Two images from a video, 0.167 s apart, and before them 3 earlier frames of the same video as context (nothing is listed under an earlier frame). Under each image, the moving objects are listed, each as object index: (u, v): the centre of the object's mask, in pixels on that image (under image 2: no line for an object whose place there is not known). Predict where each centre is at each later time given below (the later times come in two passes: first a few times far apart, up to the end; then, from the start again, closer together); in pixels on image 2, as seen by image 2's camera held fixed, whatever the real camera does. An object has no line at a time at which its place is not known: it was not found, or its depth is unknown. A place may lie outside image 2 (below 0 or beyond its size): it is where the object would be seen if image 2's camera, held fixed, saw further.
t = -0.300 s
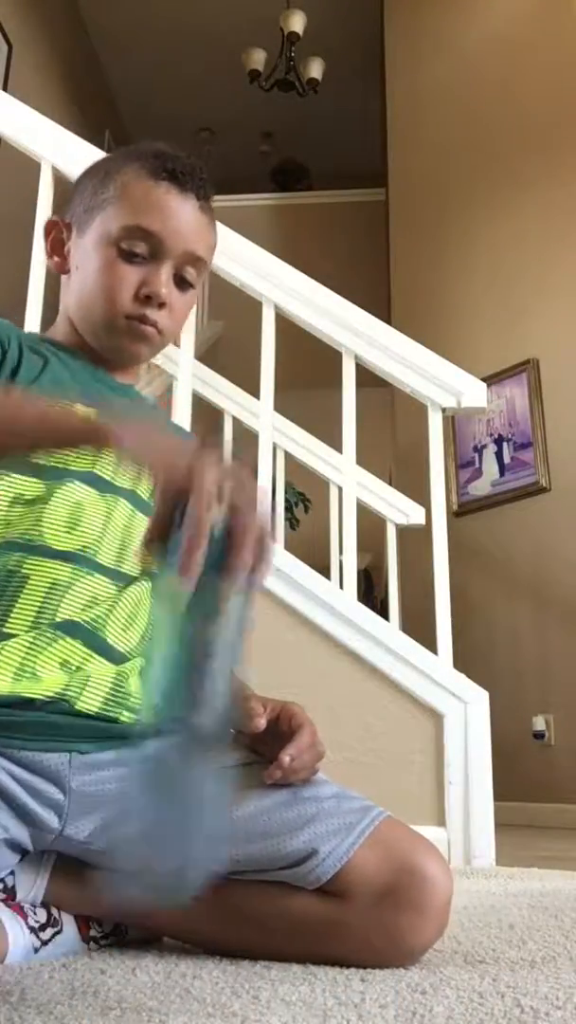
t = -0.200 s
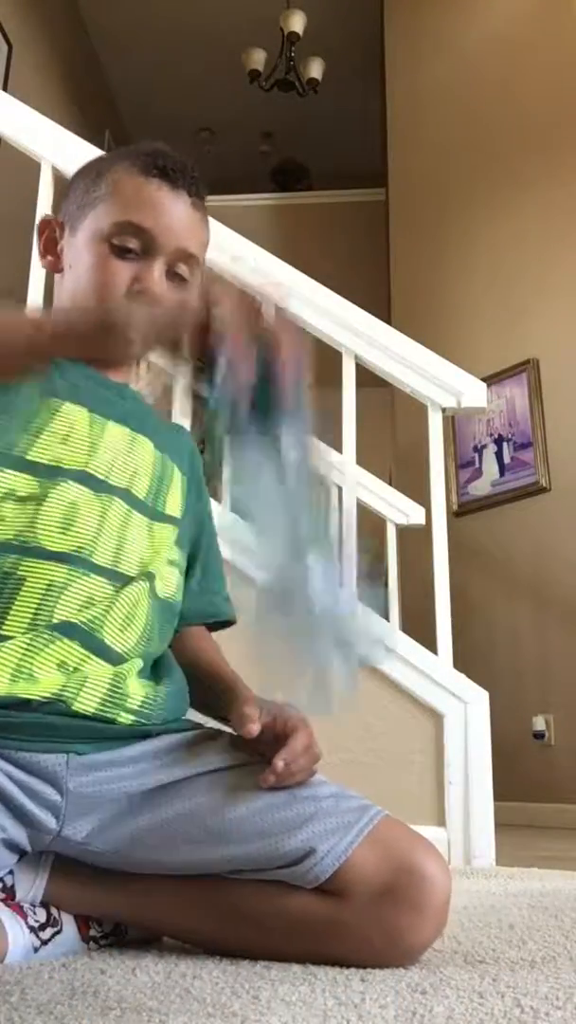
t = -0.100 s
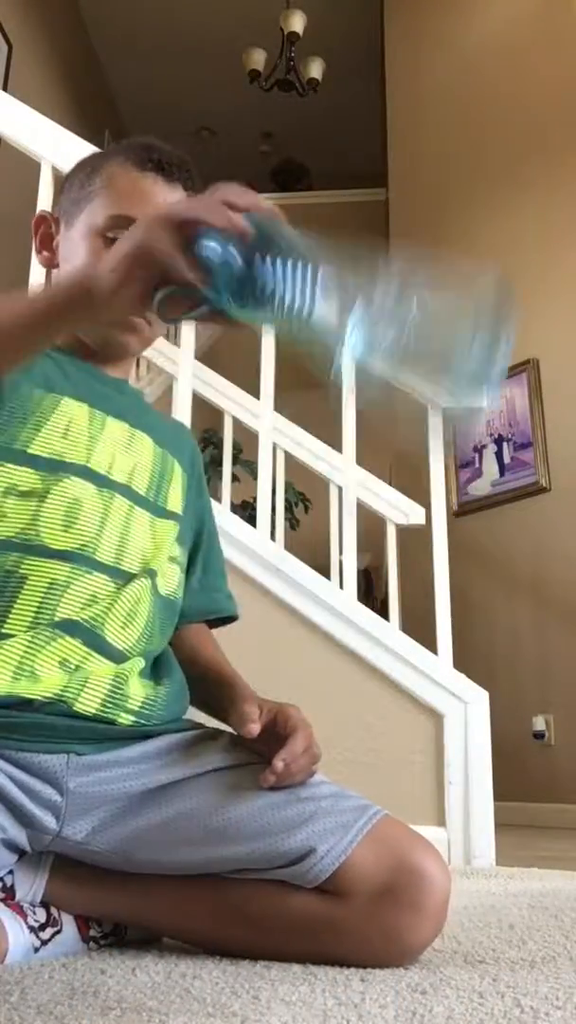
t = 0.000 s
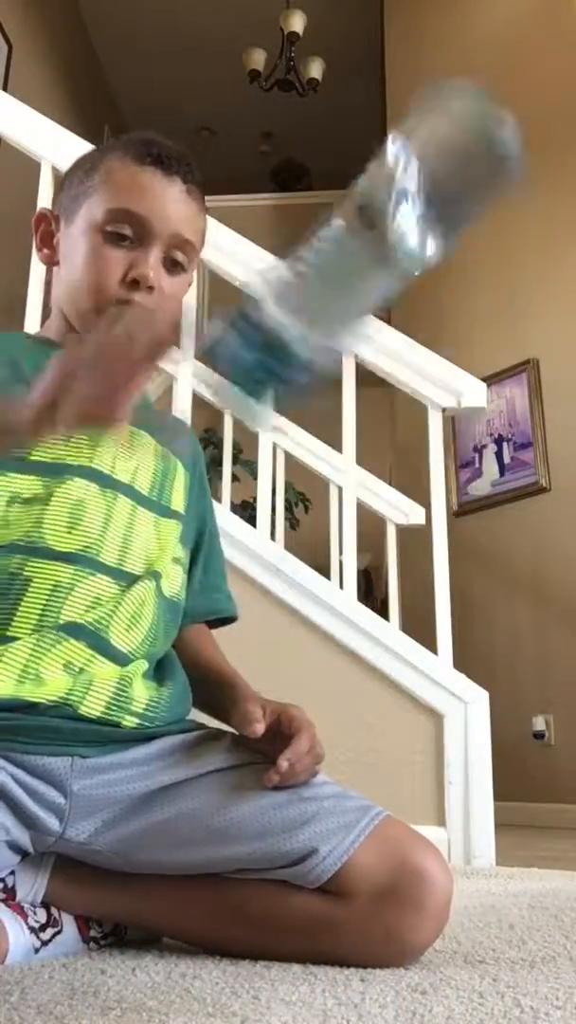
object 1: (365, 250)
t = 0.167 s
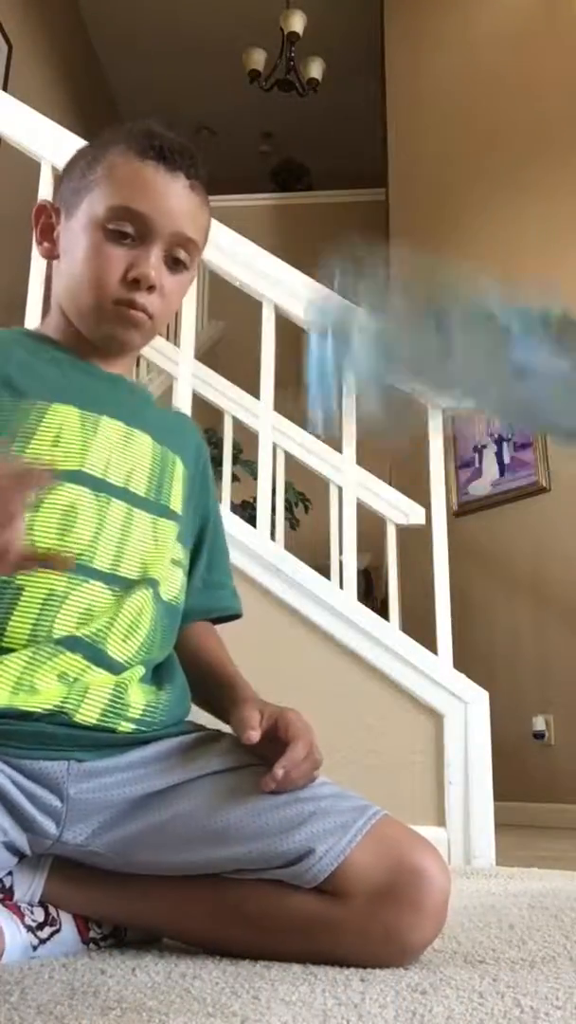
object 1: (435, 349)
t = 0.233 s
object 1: (462, 561)
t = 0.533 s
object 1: (392, 837)
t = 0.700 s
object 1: (265, 927)
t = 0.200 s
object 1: (442, 445)
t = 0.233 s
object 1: (462, 561)
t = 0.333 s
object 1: (508, 822)
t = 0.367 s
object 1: (494, 802)
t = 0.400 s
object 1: (467, 810)
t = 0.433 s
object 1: (445, 819)
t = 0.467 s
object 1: (427, 826)
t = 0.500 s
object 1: (410, 831)
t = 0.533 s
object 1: (392, 837)
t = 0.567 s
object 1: (370, 845)
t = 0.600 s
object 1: (349, 857)
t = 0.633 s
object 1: (326, 873)
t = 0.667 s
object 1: (297, 896)
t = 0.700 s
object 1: (265, 927)
